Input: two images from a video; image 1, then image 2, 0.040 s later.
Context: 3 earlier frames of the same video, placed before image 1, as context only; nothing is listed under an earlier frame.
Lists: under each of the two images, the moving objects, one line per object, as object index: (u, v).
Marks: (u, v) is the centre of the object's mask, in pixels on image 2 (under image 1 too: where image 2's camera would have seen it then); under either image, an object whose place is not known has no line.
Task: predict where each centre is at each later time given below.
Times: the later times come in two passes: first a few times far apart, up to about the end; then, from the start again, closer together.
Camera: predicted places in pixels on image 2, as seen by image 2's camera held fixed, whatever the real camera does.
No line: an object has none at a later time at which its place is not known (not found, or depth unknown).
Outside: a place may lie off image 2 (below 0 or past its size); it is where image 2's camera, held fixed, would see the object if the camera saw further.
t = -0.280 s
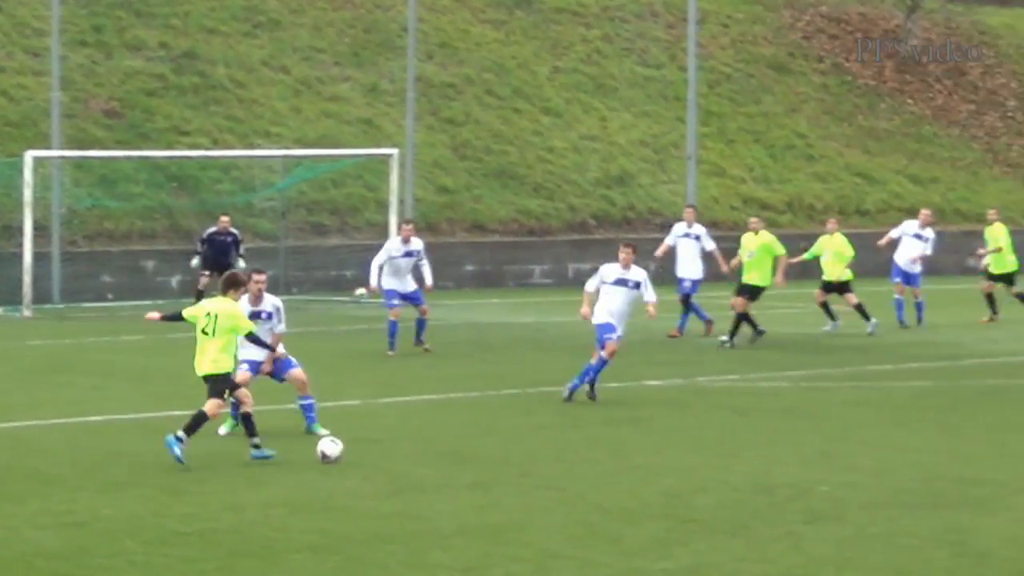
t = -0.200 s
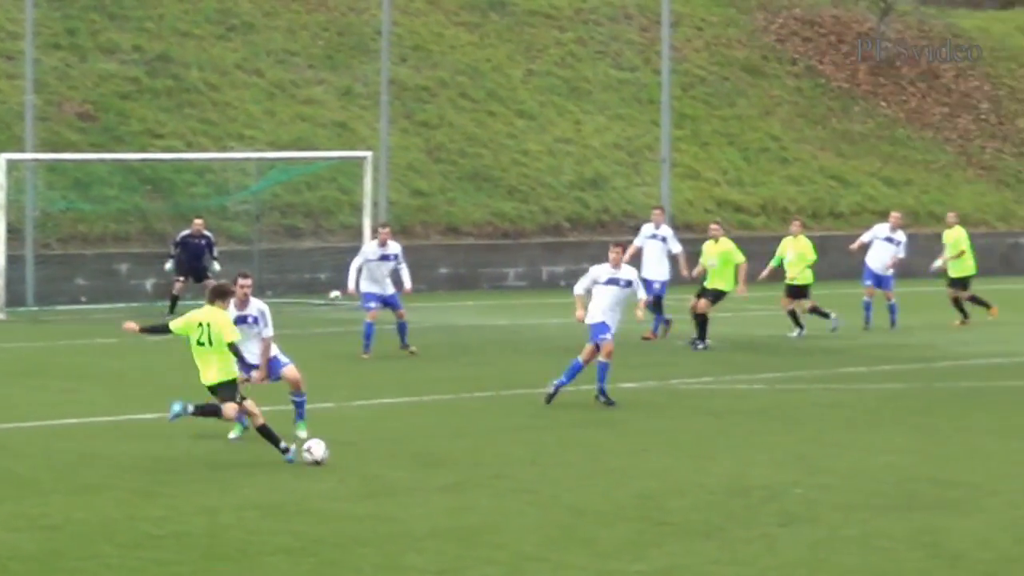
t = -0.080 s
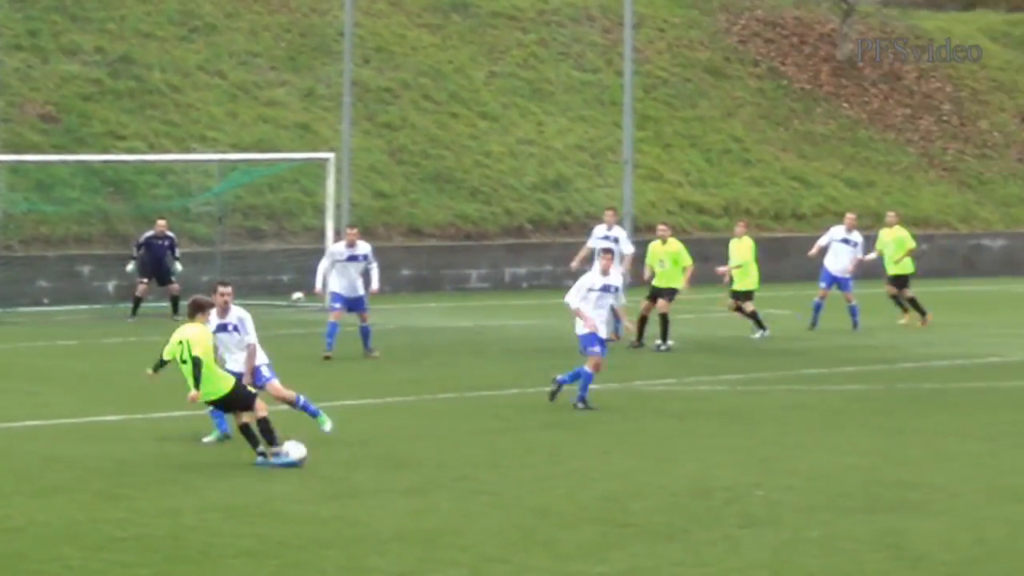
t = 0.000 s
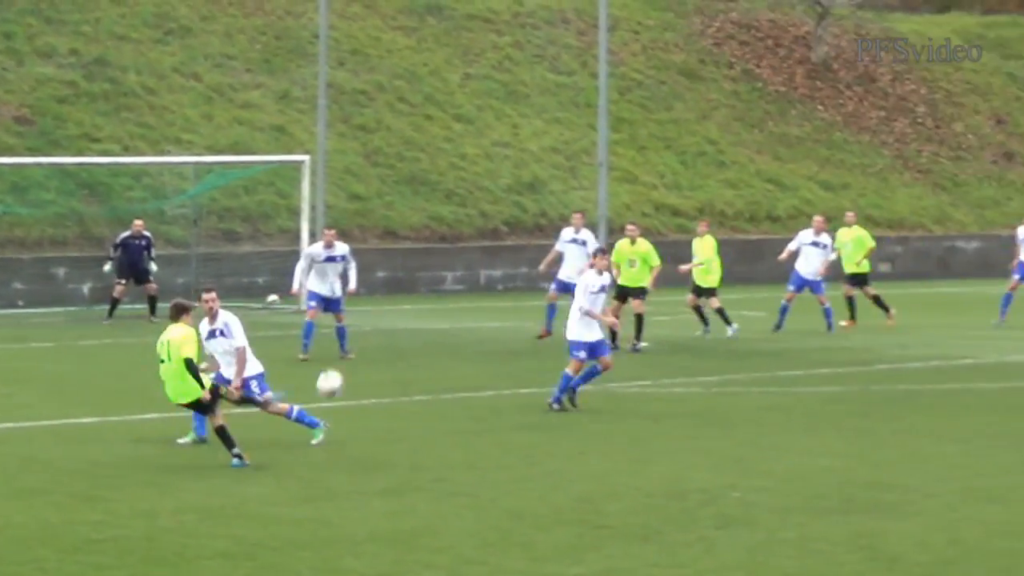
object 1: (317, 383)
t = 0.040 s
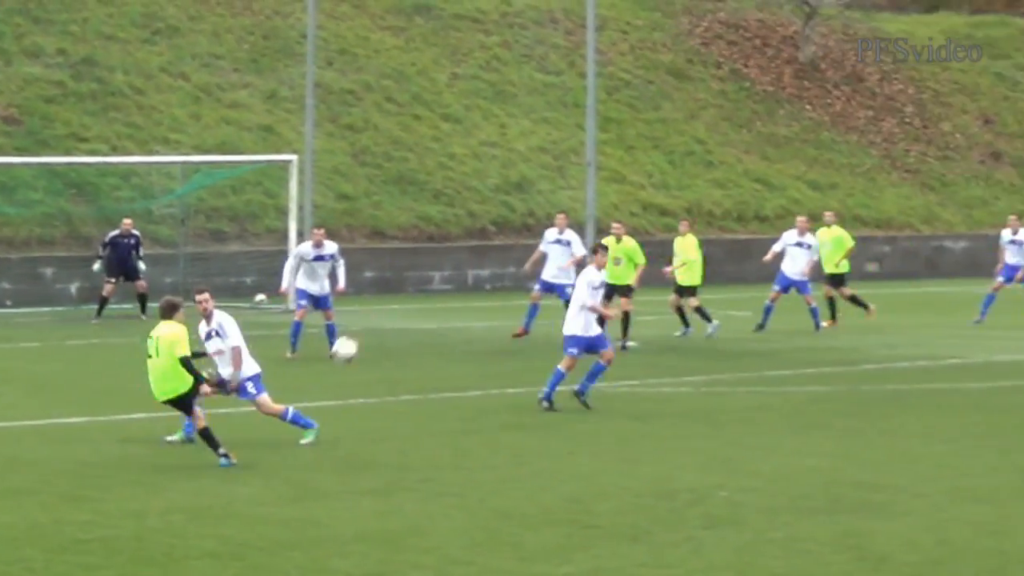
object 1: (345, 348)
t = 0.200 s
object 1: (425, 247)
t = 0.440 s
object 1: (491, 164)
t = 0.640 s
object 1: (510, 145)
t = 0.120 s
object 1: (389, 292)
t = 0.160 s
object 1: (408, 267)
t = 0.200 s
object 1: (425, 247)
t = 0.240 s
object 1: (440, 227)
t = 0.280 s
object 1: (453, 210)
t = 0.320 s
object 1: (465, 196)
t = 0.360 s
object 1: (475, 183)
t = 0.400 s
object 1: (484, 173)
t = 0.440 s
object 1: (491, 164)
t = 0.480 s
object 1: (497, 157)
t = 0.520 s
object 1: (502, 152)
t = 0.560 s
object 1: (506, 149)
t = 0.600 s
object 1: (508, 146)
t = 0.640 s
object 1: (510, 145)
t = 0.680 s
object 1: (511, 146)
